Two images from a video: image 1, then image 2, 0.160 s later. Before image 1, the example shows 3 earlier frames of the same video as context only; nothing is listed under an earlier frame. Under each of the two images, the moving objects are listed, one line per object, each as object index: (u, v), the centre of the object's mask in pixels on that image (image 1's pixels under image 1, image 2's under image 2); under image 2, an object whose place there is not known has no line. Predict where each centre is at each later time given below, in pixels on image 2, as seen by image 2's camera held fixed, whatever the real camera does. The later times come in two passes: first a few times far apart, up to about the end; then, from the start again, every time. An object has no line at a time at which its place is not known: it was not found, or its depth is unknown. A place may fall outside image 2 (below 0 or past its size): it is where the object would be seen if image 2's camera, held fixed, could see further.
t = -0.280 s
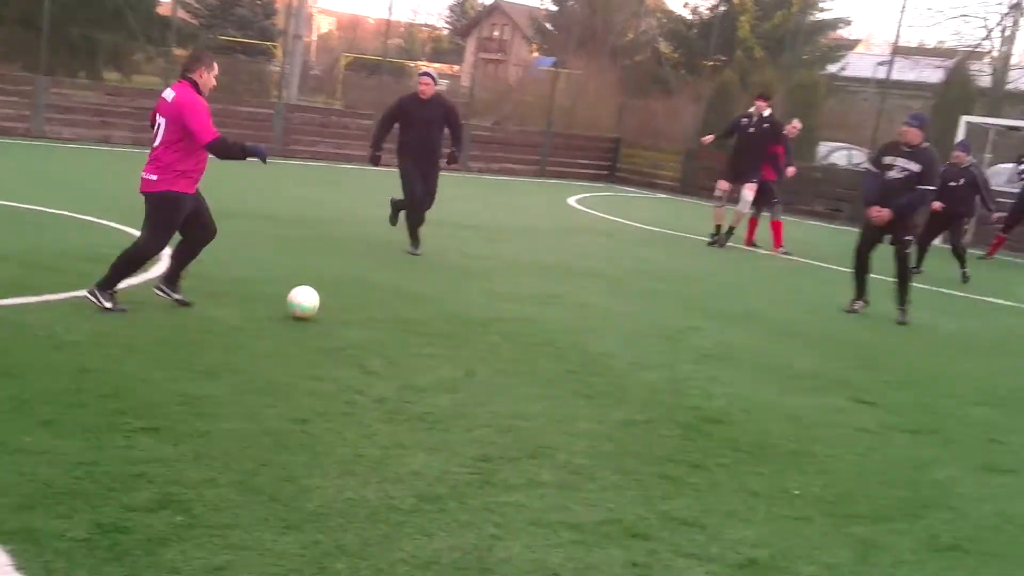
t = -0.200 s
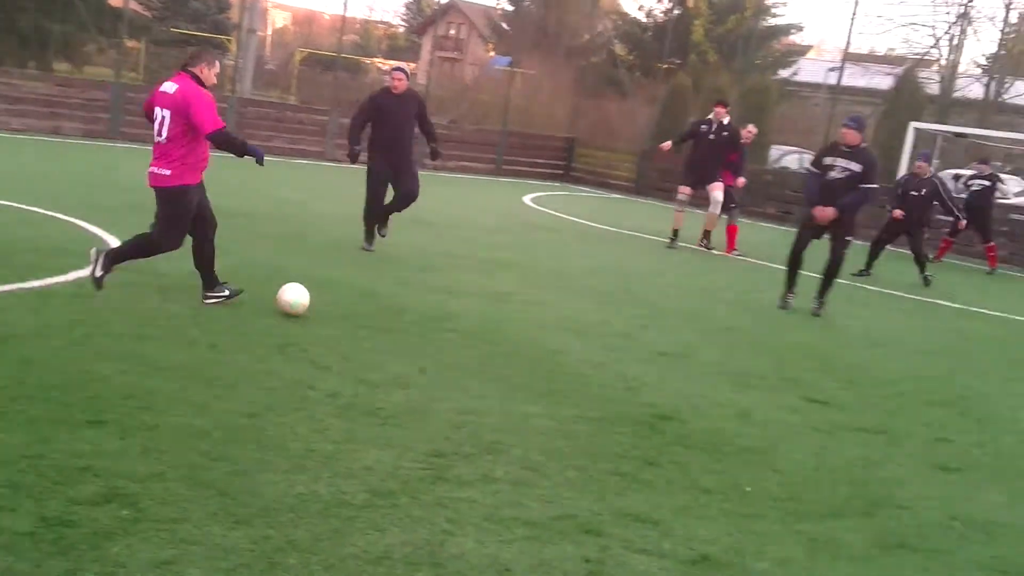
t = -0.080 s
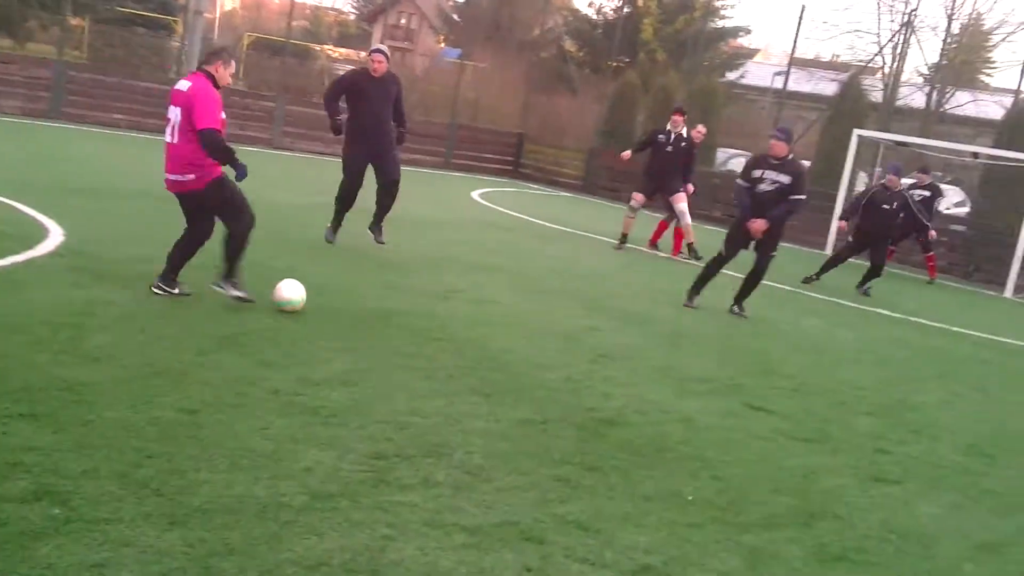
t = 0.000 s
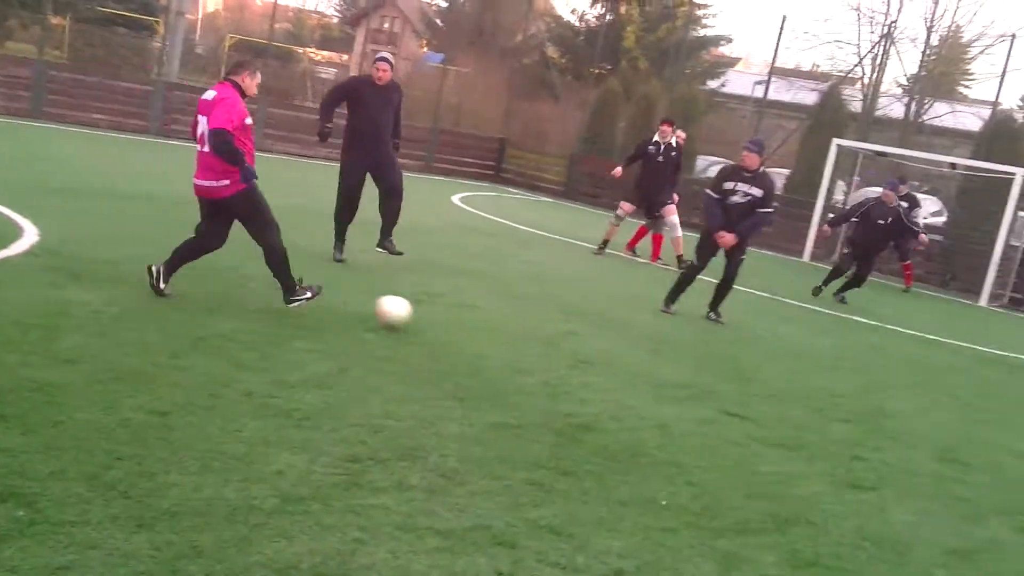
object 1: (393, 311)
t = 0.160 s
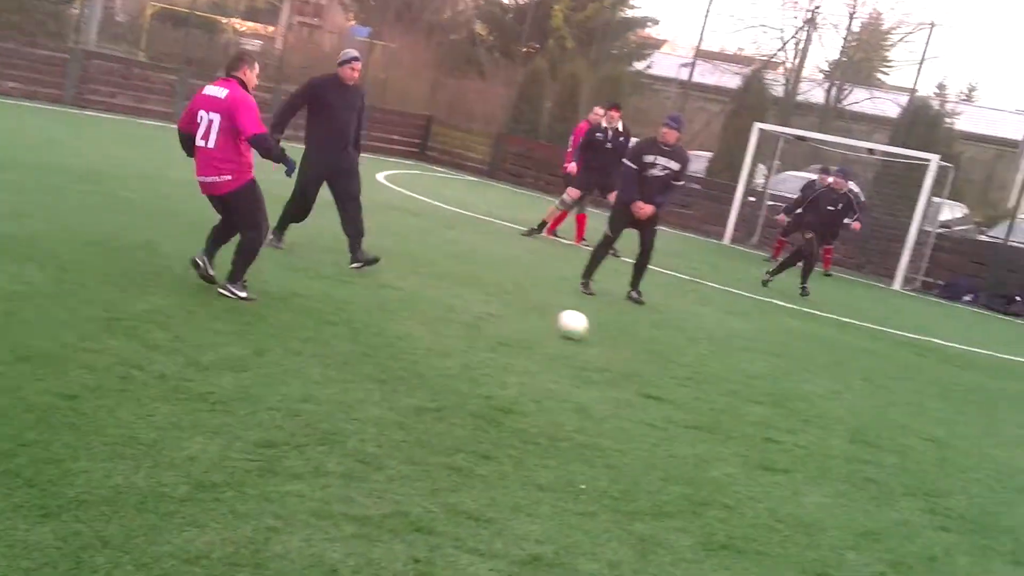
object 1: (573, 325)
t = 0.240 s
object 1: (677, 335)
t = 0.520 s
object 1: (967, 368)
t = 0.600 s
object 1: (1032, 378)
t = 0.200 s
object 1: (626, 329)
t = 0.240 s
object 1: (677, 335)
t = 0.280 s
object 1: (724, 341)
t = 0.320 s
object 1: (769, 346)
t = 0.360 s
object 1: (814, 352)
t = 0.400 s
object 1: (854, 357)
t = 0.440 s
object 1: (894, 359)
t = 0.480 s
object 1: (931, 364)
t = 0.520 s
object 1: (967, 368)
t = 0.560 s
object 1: (999, 372)
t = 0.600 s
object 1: (1032, 378)
